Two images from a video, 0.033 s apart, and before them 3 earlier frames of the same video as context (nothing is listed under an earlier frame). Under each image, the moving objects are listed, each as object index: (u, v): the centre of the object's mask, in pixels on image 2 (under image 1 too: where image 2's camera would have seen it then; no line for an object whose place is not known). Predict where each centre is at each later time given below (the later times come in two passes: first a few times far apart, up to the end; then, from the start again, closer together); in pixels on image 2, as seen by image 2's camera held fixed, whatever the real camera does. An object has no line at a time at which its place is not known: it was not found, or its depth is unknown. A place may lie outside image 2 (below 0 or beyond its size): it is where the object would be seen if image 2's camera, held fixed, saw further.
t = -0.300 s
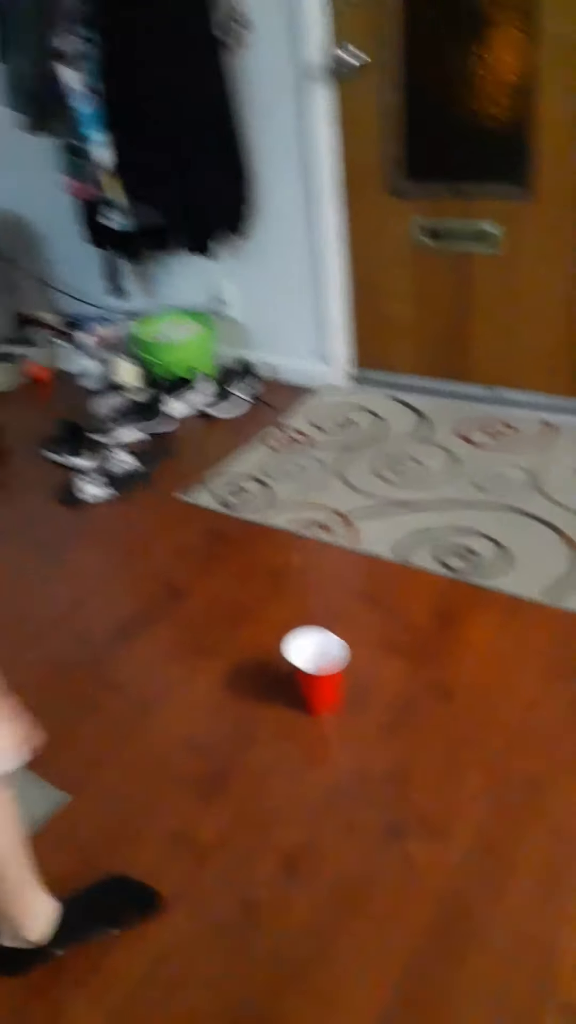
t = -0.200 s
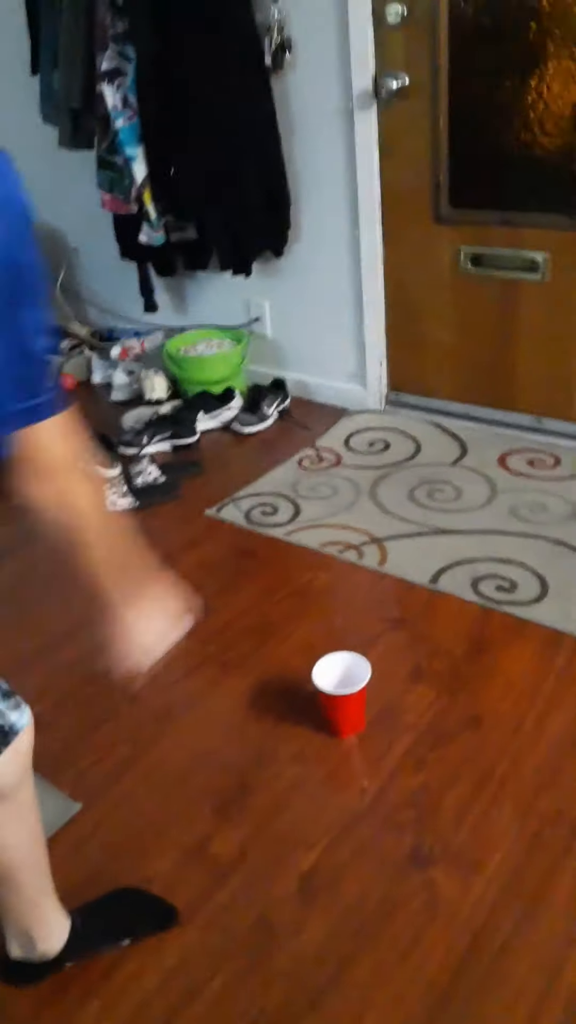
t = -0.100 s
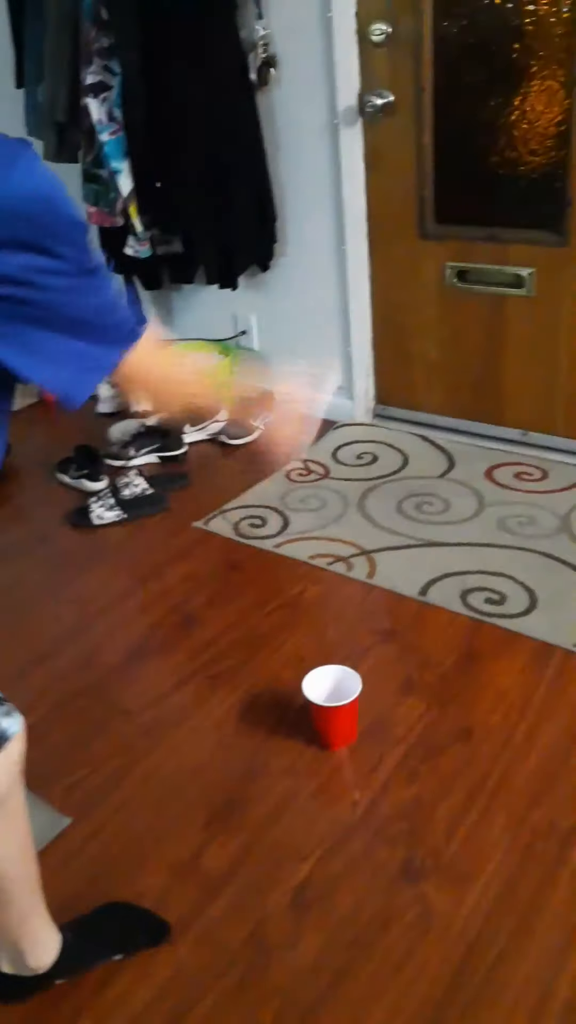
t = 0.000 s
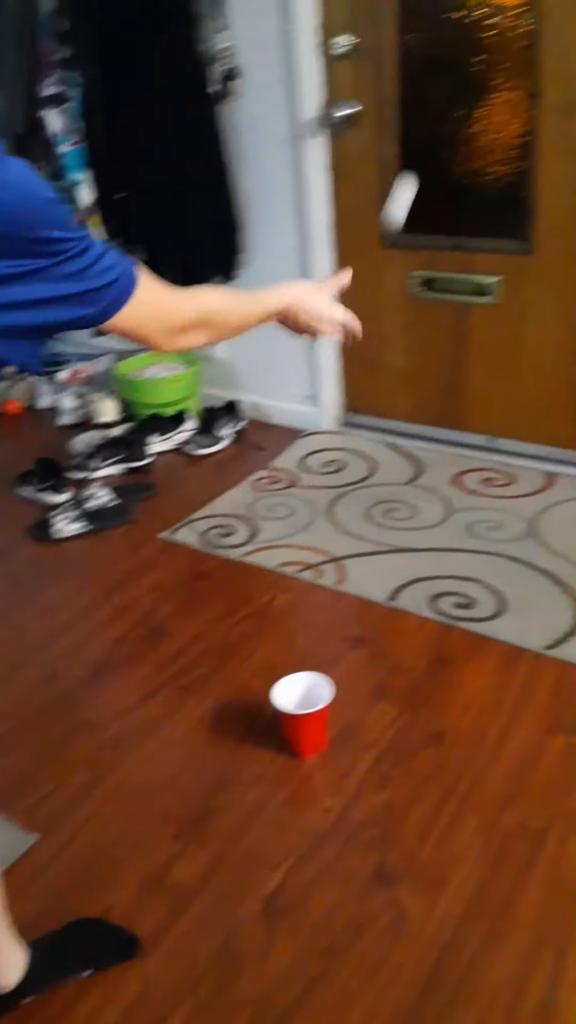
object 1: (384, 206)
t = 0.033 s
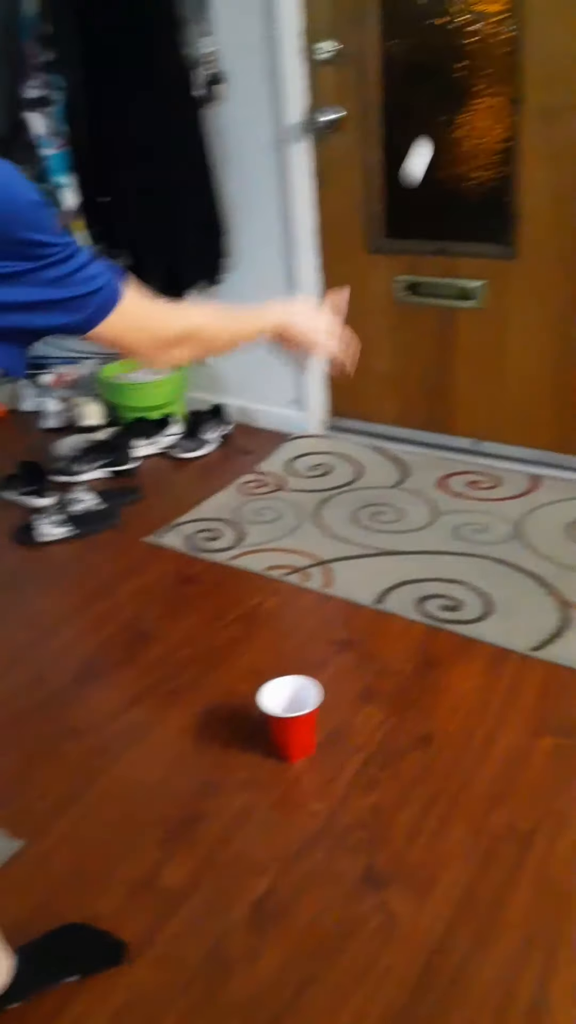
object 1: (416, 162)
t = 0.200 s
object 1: (538, 85)
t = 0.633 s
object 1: (443, 529)
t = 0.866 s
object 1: (382, 573)
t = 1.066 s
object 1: (340, 675)
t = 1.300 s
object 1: (283, 658)
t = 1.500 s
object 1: (253, 675)
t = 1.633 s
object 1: (230, 651)
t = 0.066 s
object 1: (445, 130)
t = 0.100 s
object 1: (473, 106)
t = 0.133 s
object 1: (500, 90)
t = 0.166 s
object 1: (521, 84)
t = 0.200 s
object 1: (538, 85)
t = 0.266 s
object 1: (572, 101)
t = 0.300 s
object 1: (579, 116)
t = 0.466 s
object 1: (508, 264)
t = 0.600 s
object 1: (454, 472)
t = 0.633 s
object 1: (443, 529)
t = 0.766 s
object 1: (407, 577)
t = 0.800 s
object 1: (399, 570)
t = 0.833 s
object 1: (390, 569)
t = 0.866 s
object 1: (382, 573)
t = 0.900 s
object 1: (375, 580)
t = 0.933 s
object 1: (366, 594)
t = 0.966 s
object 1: (359, 613)
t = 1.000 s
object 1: (353, 635)
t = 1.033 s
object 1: (347, 661)
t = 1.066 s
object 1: (340, 675)
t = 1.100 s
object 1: (331, 662)
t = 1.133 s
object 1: (322, 652)
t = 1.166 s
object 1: (314, 646)
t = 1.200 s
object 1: (305, 647)
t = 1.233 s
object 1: (296, 652)
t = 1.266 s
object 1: (289, 661)
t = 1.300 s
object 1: (283, 658)
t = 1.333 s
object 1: (277, 657)
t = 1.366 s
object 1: (272, 660)
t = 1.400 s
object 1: (268, 667)
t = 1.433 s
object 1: (264, 677)
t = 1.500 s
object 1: (253, 675)
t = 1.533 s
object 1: (246, 662)
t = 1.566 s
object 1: (240, 654)
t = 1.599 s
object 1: (234, 650)
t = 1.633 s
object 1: (230, 651)
